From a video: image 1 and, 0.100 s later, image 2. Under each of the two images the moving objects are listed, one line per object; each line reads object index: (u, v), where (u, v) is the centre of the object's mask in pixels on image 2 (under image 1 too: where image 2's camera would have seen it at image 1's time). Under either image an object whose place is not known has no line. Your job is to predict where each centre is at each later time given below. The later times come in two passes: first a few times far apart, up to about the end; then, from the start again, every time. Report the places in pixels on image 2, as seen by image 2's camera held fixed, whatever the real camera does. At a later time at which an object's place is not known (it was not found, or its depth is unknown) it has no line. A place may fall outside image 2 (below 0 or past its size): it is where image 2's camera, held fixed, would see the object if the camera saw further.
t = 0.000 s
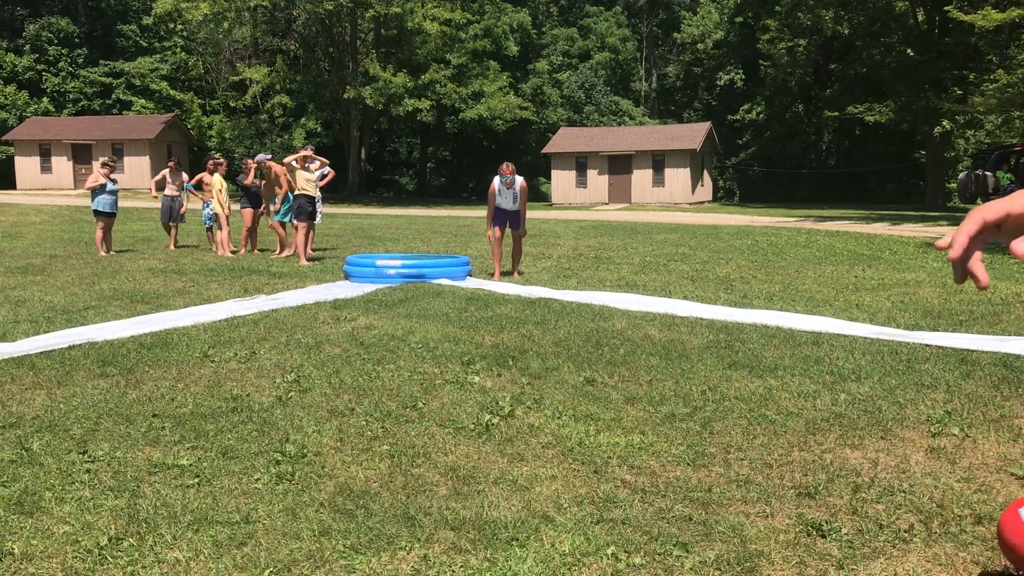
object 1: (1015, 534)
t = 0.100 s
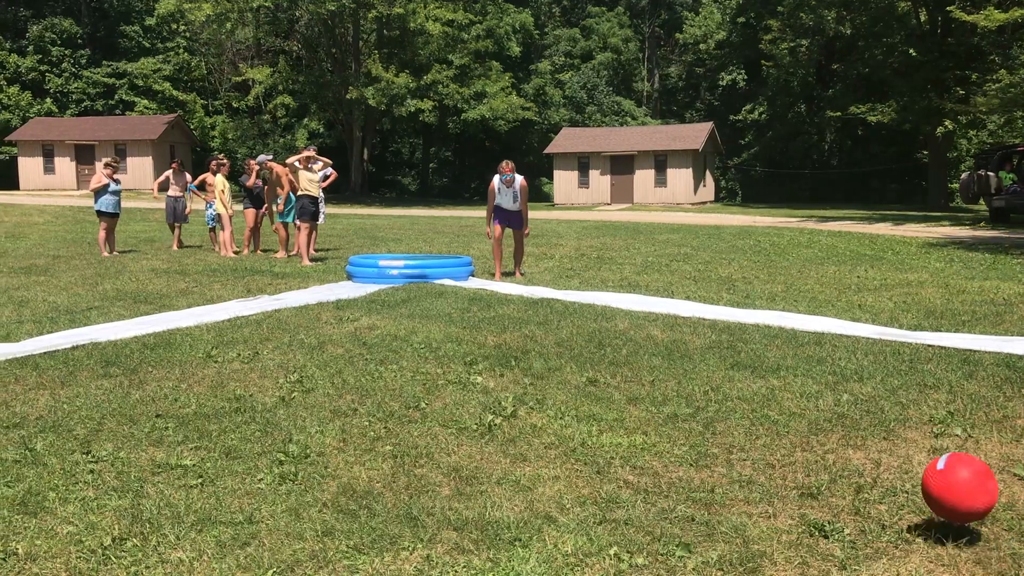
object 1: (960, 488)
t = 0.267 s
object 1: (856, 396)
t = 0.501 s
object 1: (751, 405)
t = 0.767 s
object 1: (668, 358)
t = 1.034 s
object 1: (610, 334)
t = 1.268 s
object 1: (573, 332)
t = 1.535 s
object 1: (540, 313)
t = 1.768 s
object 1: (516, 310)
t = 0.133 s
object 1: (936, 460)
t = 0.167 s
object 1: (913, 439)
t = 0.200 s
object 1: (893, 421)
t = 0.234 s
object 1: (874, 407)
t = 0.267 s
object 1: (856, 396)
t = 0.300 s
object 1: (838, 389)
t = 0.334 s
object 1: (821, 385)
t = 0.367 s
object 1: (806, 385)
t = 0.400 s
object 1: (791, 387)
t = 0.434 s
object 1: (777, 390)
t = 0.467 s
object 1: (764, 396)
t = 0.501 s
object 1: (751, 405)
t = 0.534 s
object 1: (739, 415)
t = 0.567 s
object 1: (727, 407)
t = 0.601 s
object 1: (717, 392)
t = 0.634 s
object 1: (706, 380)
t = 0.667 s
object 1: (696, 370)
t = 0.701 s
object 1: (686, 364)
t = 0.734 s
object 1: (676, 360)
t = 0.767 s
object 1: (668, 358)
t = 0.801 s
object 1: (659, 358)
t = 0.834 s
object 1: (652, 359)
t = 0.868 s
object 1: (644, 363)
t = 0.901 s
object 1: (636, 368)
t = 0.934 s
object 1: (629, 362)
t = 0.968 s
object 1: (623, 352)
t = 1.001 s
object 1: (616, 342)
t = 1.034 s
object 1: (610, 334)
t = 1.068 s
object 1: (604, 328)
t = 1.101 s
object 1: (598, 324)
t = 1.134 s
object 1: (593, 322)
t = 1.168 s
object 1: (587, 323)
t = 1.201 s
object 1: (582, 324)
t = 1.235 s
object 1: (577, 327)
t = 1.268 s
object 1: (573, 332)
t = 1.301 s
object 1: (568, 336)
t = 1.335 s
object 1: (563, 334)
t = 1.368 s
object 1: (559, 327)
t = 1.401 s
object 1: (555, 321)
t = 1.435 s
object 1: (551, 317)
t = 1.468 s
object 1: (547, 314)
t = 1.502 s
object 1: (543, 313)
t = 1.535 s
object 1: (540, 313)
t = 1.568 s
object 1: (536, 314)
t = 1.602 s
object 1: (532, 317)
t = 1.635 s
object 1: (529, 319)
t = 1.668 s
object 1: (526, 316)
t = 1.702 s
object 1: (522, 313)
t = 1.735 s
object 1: (519, 311)
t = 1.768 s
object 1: (516, 310)
